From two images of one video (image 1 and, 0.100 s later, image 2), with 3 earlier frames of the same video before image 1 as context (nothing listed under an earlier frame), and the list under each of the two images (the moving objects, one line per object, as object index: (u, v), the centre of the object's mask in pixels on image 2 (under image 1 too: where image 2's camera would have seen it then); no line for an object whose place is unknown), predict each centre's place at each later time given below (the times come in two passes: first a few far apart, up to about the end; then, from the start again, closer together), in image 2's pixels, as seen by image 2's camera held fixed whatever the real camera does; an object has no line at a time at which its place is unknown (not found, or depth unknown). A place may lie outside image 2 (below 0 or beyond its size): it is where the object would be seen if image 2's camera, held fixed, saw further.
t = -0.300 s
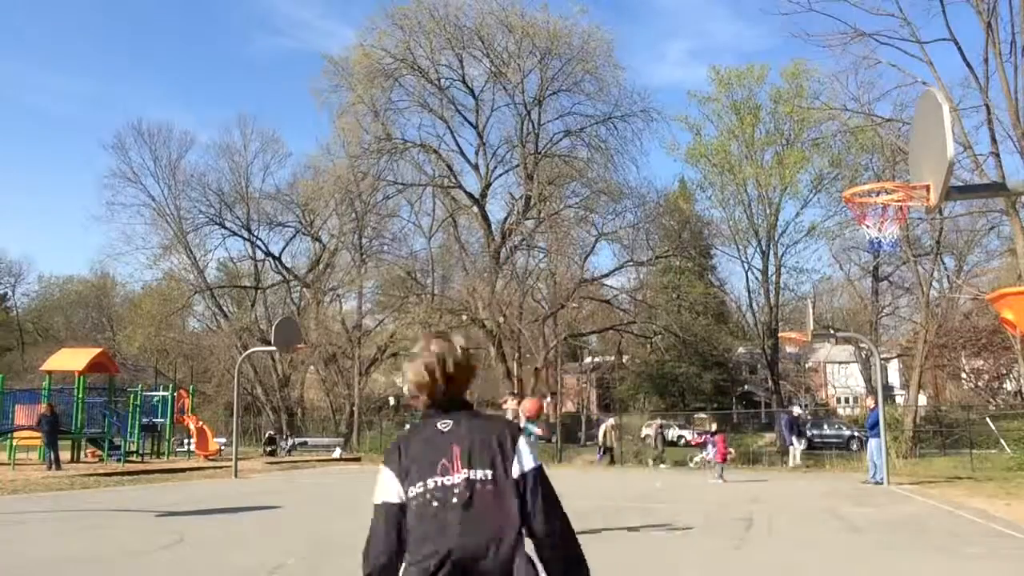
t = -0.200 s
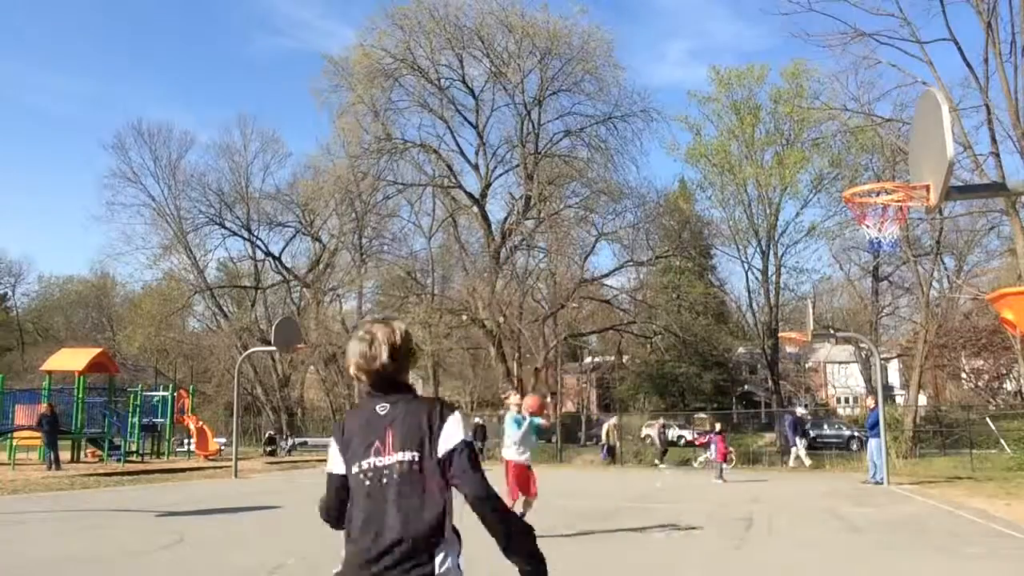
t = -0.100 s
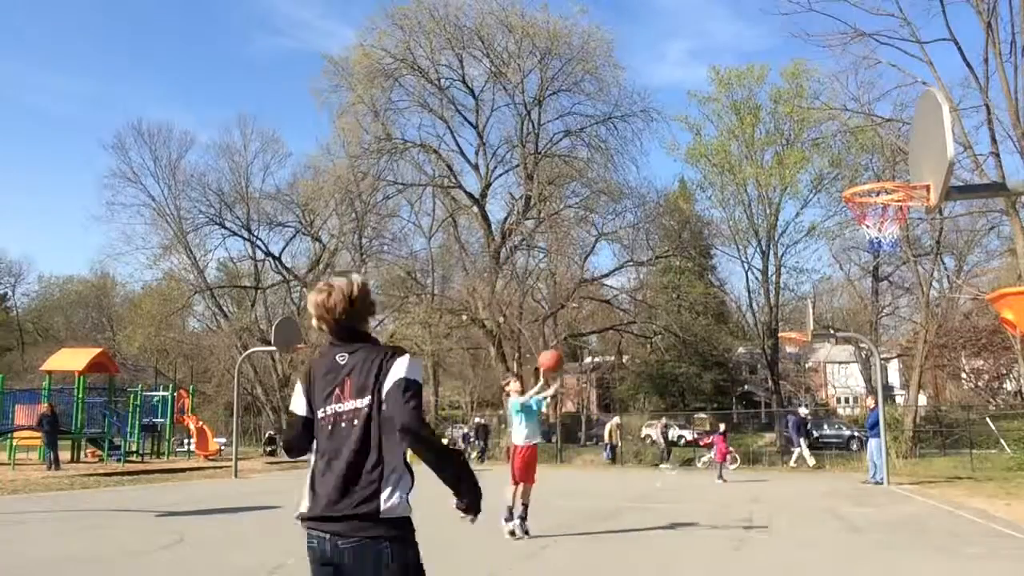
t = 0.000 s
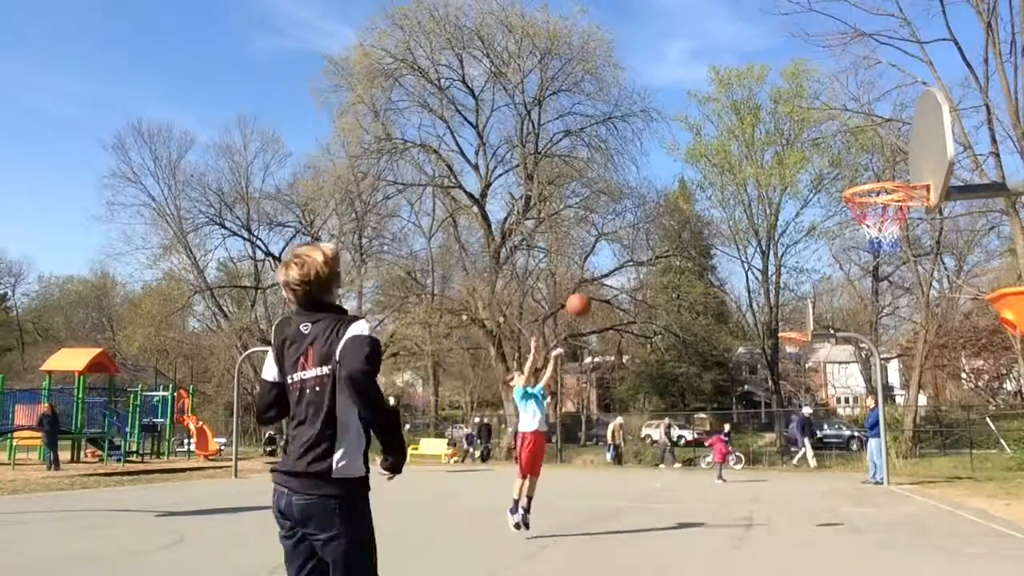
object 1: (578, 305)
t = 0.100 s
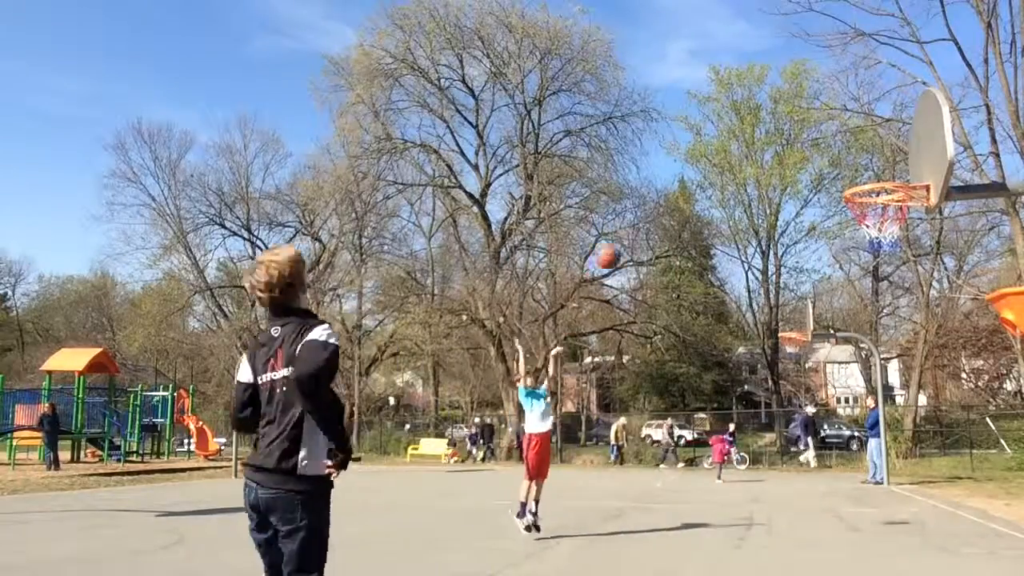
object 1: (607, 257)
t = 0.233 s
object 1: (651, 204)
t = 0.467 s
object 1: (730, 153)
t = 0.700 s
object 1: (826, 157)
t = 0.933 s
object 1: (879, 222)
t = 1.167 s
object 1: (843, 329)
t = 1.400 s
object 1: (814, 529)
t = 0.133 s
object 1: (618, 242)
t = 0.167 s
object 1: (628, 229)
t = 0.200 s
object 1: (639, 216)
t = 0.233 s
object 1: (651, 204)
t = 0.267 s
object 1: (661, 194)
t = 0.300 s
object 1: (672, 184)
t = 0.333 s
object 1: (683, 176)
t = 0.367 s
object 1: (694, 168)
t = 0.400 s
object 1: (706, 162)
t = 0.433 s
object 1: (718, 156)
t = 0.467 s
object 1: (730, 153)
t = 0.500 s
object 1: (743, 151)
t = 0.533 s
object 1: (757, 148)
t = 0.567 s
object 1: (770, 147)
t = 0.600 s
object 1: (783, 148)
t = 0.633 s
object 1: (797, 151)
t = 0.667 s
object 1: (811, 153)
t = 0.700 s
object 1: (826, 157)
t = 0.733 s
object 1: (842, 164)
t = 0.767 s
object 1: (857, 171)
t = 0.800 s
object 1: (872, 175)
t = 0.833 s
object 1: (890, 192)
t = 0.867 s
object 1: (888, 202)
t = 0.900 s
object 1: (883, 212)
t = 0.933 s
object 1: (879, 222)
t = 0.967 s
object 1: (874, 239)
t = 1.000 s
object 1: (868, 244)
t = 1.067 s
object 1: (858, 273)
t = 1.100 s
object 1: (853, 290)
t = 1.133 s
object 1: (849, 307)
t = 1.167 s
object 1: (843, 329)
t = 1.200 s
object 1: (839, 350)
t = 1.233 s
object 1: (834, 376)
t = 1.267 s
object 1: (829, 400)
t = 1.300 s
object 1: (826, 428)
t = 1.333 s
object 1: (823, 460)
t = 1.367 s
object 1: (819, 493)
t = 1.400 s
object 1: (814, 529)
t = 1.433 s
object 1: (807, 562)
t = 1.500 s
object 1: (799, 539)
